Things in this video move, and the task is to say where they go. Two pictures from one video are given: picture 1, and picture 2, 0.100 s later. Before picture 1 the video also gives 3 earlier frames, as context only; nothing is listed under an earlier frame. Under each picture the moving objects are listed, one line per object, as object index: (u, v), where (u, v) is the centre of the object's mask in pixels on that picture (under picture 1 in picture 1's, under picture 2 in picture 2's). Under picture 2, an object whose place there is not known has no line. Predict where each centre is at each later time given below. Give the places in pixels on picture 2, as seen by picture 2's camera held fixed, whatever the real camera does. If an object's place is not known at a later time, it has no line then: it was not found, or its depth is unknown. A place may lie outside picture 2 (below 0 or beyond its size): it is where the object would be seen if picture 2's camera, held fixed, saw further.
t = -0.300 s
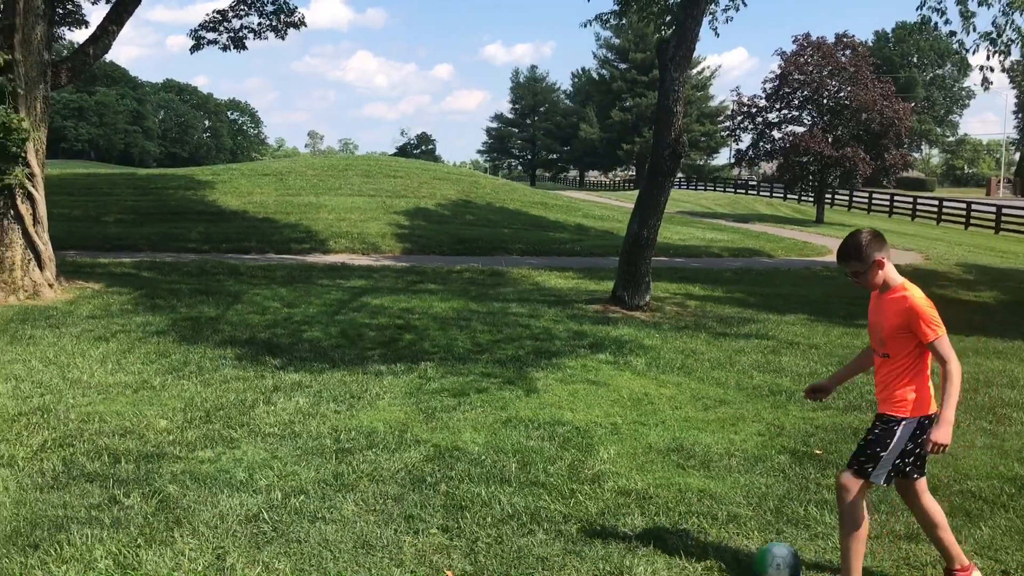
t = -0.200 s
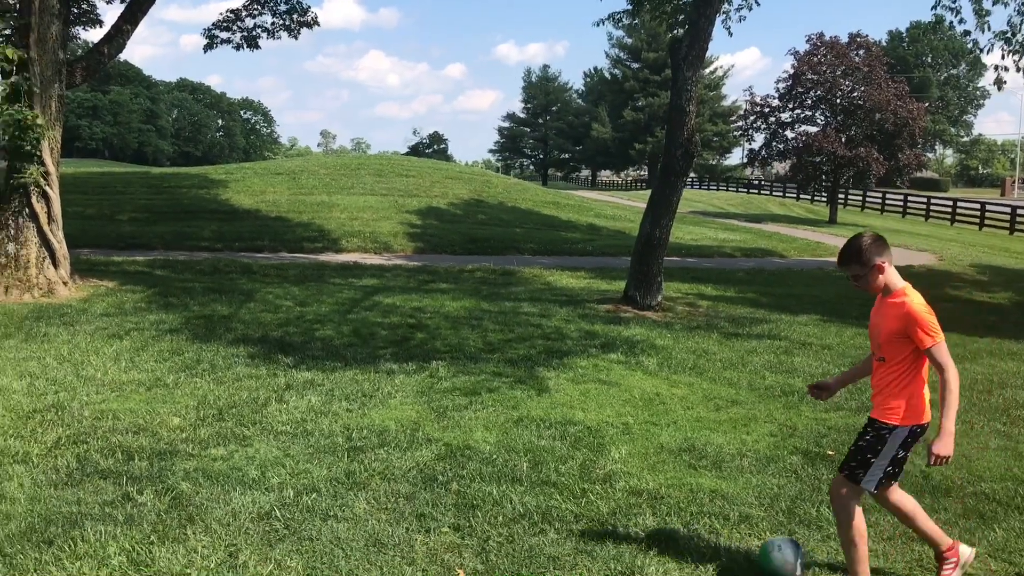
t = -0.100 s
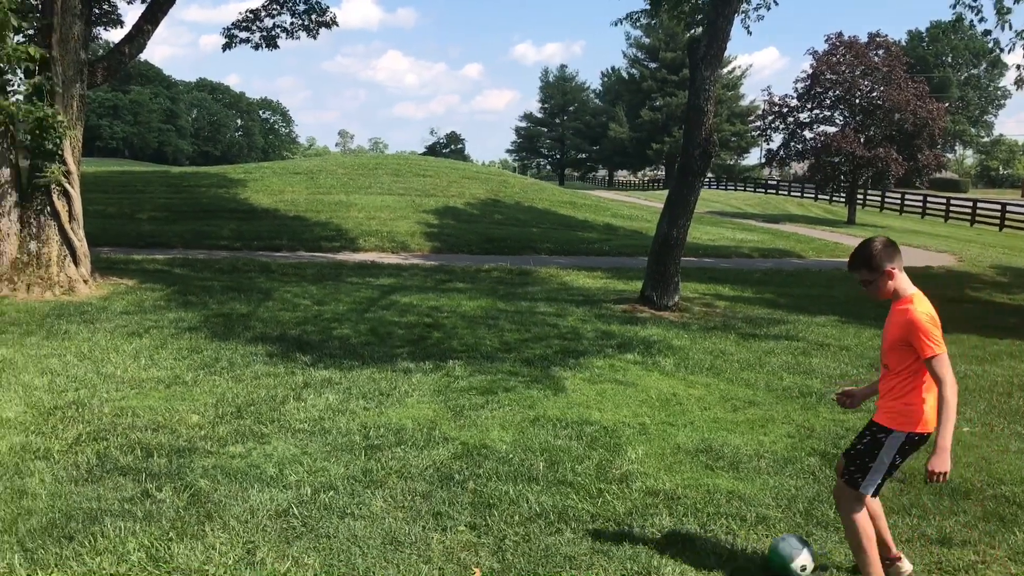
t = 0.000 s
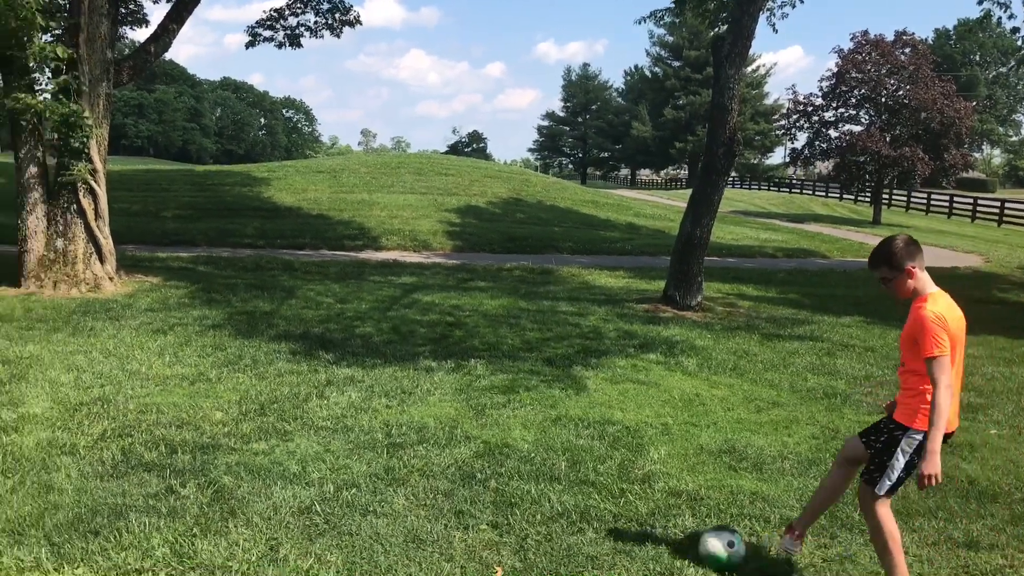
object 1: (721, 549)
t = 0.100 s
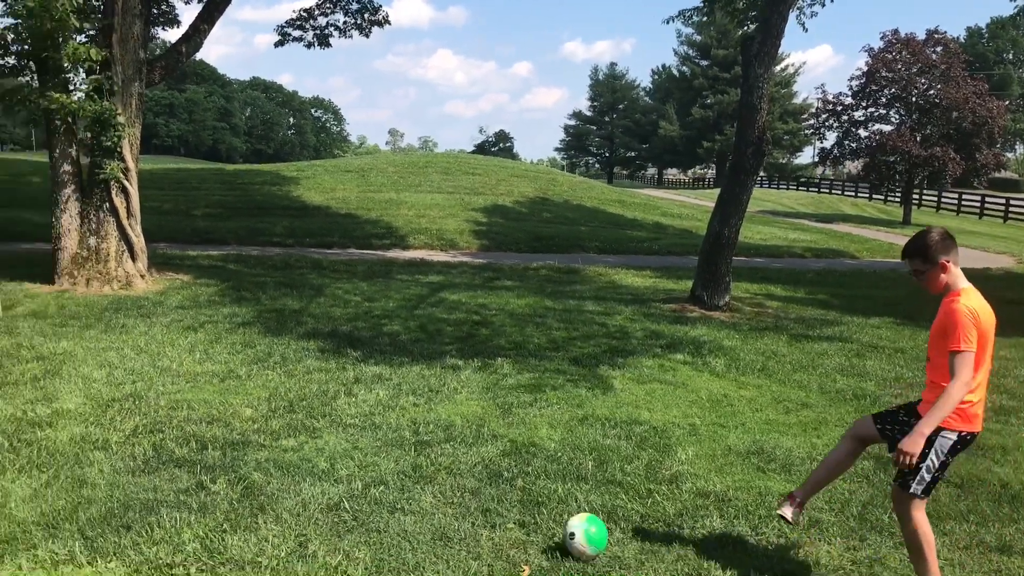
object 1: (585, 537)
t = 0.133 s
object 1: (533, 534)
